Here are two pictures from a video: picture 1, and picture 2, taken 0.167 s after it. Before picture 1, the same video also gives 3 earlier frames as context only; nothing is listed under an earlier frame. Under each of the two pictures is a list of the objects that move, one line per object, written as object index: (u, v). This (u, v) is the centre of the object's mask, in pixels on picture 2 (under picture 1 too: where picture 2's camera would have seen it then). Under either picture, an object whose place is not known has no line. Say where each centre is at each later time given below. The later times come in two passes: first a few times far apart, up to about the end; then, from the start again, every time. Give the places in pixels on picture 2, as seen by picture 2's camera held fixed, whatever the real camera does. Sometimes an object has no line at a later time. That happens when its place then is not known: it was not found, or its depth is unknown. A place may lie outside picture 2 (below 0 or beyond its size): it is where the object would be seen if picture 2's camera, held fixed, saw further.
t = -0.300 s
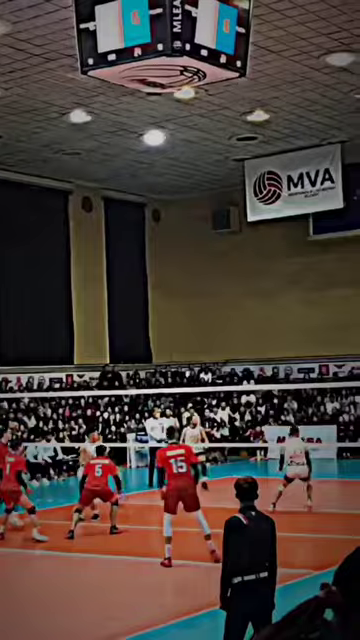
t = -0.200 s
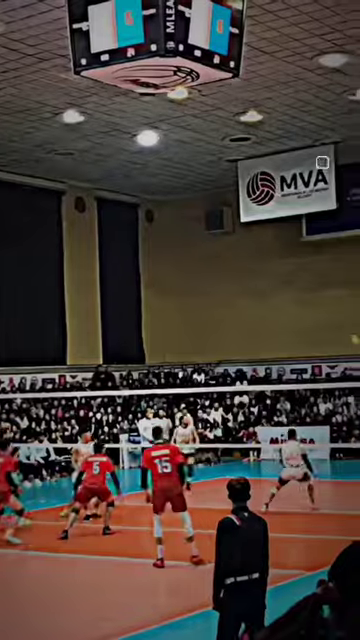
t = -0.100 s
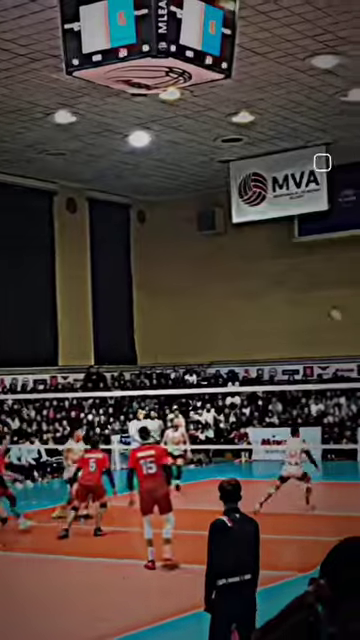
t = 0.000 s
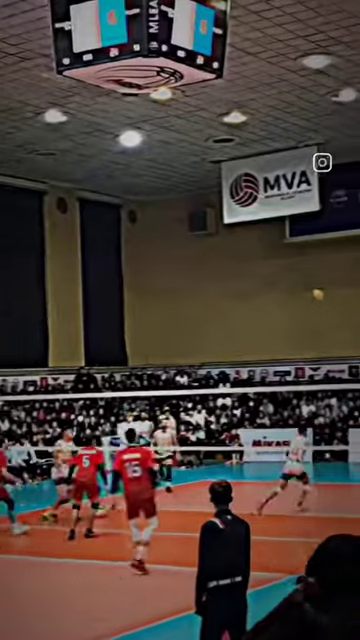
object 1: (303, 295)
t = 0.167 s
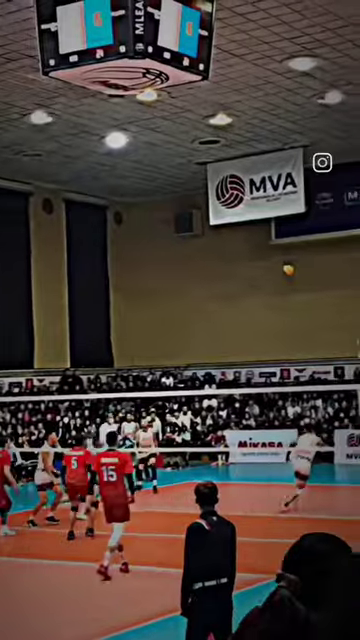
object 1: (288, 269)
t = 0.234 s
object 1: (283, 262)
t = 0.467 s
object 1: (264, 252)
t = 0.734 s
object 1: (243, 271)
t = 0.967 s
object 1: (225, 313)
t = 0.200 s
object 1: (286, 265)
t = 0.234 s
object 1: (283, 262)
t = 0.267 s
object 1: (279, 259)
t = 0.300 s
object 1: (277, 258)
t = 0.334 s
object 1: (274, 255)
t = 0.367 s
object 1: (271, 254)
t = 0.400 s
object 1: (269, 253)
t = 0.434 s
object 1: (266, 253)
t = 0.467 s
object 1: (264, 252)
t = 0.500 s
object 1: (261, 254)
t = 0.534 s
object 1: (258, 254)
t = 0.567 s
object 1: (255, 257)
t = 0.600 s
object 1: (253, 258)
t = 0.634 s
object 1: (250, 261)
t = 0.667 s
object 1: (247, 263)
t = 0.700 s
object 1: (245, 266)
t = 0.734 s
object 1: (243, 271)
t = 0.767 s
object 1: (241, 275)
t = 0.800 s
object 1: (238, 281)
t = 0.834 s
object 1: (236, 286)
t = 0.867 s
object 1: (233, 292)
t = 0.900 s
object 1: (230, 298)
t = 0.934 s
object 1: (228, 305)
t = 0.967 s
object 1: (225, 313)
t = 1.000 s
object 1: (224, 320)
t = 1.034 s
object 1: (220, 329)
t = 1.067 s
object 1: (218, 337)
